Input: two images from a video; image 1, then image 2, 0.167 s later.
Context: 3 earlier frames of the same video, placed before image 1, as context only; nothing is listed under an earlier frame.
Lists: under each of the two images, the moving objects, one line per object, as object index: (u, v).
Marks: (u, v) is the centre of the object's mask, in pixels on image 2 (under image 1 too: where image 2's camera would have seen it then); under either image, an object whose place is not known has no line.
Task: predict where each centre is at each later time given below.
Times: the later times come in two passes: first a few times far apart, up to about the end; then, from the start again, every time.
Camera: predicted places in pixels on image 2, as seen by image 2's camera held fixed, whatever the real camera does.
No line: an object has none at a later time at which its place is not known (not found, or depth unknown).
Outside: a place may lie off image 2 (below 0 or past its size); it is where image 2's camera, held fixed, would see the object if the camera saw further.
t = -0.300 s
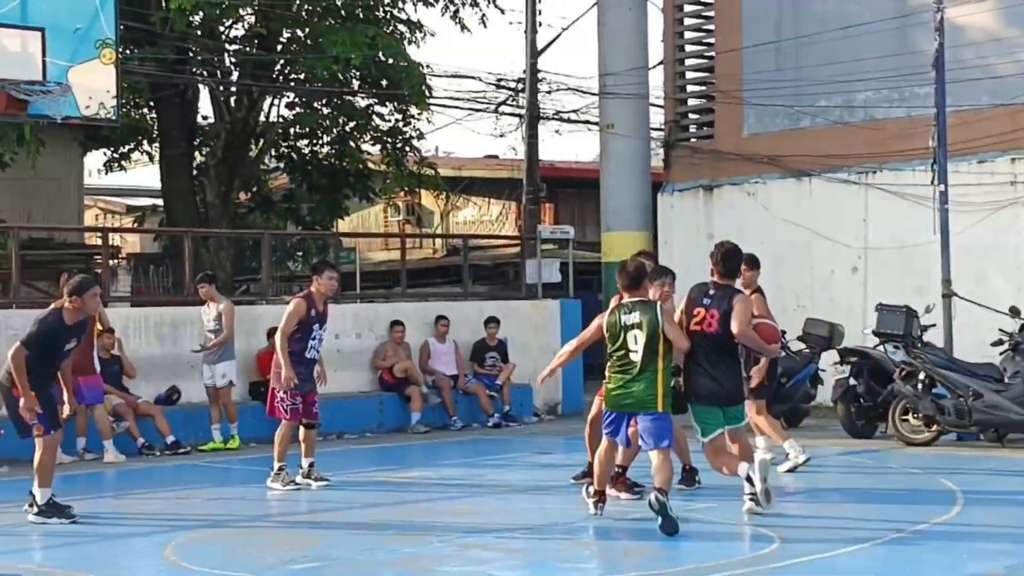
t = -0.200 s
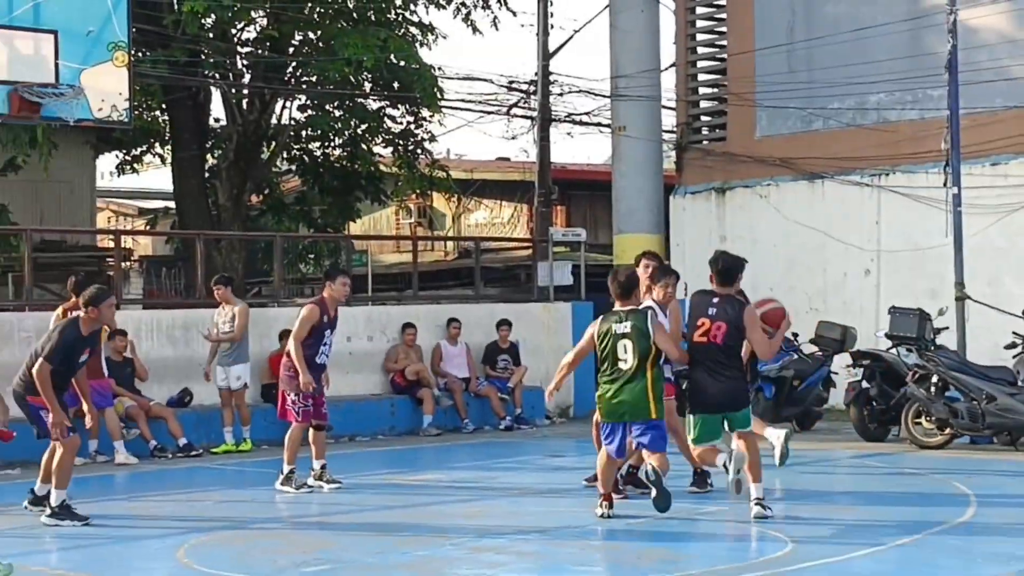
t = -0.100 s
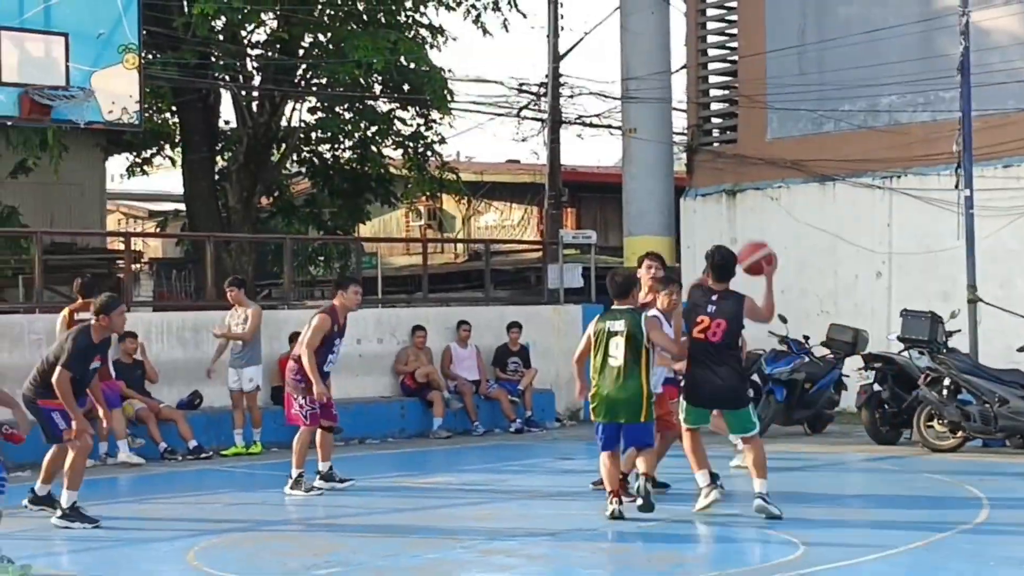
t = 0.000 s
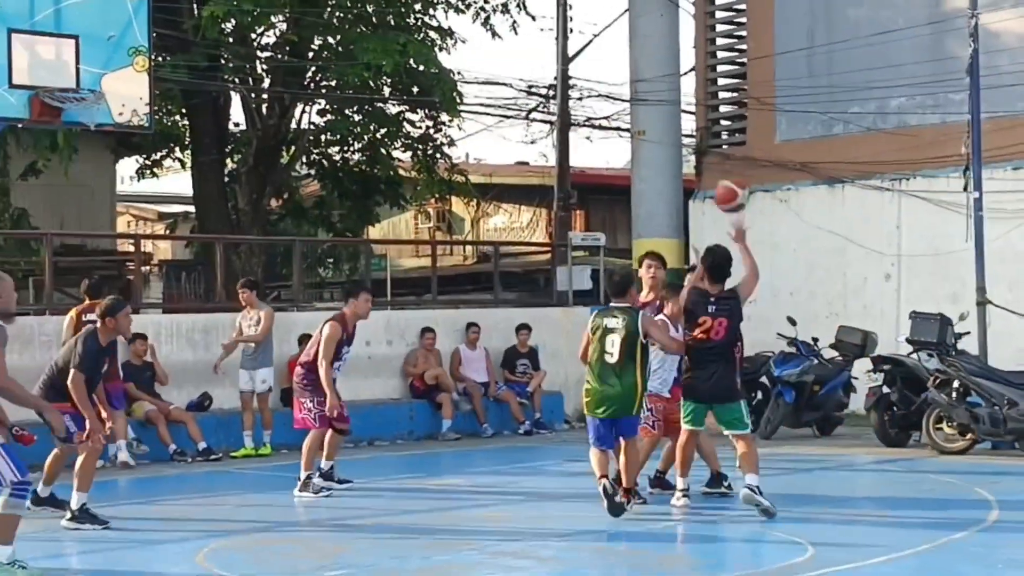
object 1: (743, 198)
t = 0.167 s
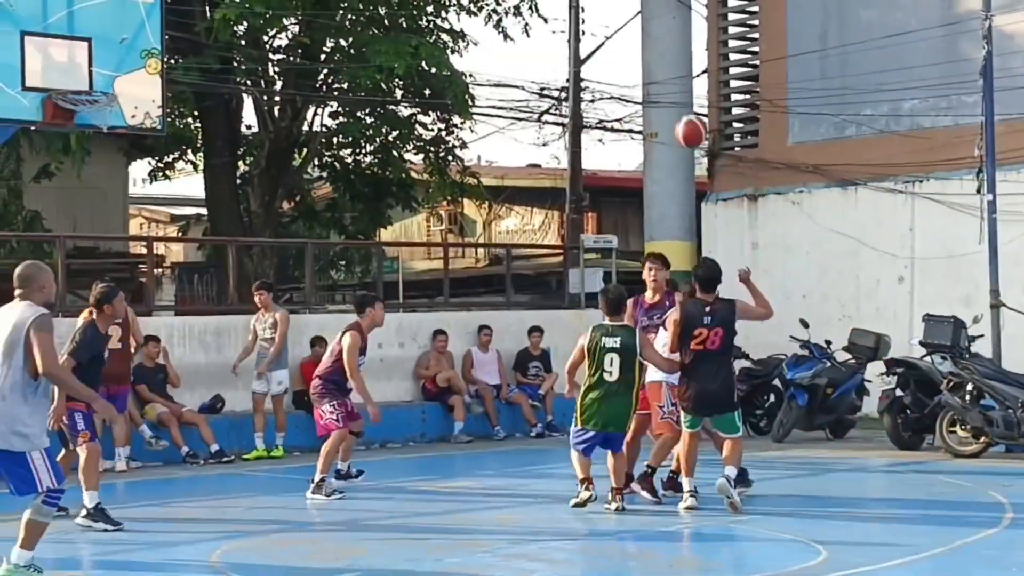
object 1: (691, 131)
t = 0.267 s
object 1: (665, 114)
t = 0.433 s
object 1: (625, 113)
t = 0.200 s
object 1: (683, 124)
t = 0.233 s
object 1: (674, 119)
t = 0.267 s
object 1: (665, 114)
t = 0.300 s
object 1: (656, 111)
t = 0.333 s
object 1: (648, 109)
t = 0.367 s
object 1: (640, 110)
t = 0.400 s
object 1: (632, 111)
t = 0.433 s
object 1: (625, 113)
